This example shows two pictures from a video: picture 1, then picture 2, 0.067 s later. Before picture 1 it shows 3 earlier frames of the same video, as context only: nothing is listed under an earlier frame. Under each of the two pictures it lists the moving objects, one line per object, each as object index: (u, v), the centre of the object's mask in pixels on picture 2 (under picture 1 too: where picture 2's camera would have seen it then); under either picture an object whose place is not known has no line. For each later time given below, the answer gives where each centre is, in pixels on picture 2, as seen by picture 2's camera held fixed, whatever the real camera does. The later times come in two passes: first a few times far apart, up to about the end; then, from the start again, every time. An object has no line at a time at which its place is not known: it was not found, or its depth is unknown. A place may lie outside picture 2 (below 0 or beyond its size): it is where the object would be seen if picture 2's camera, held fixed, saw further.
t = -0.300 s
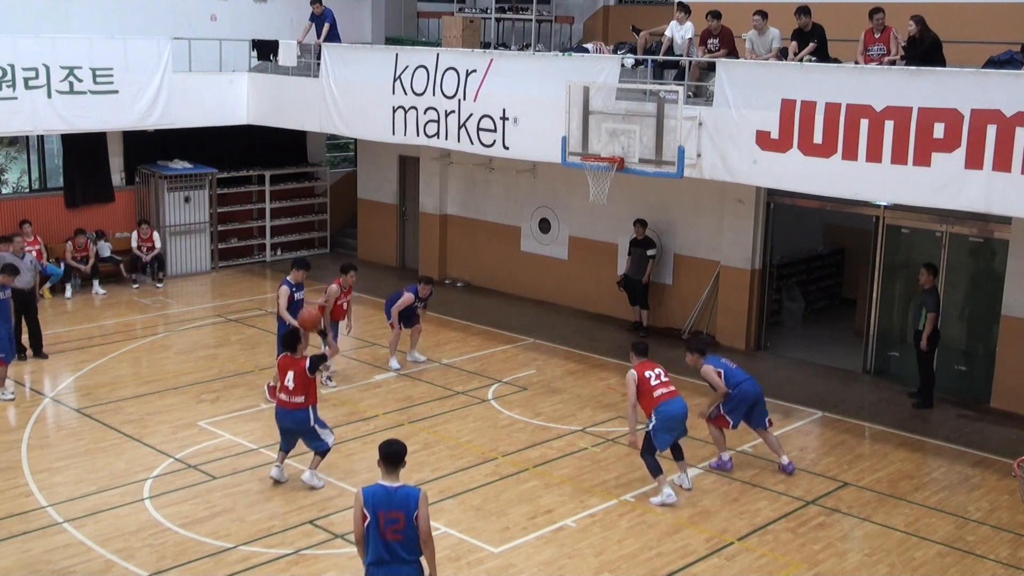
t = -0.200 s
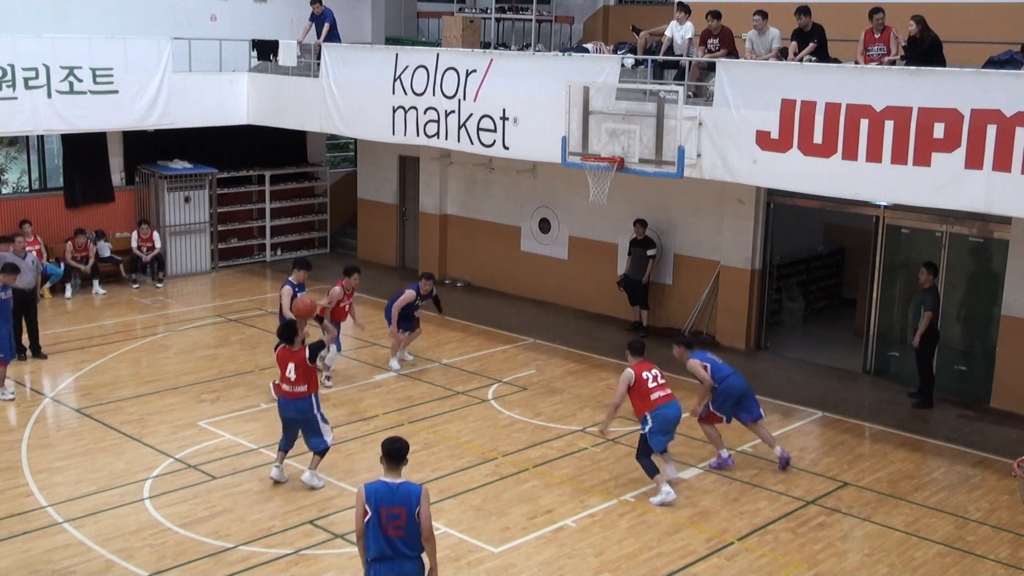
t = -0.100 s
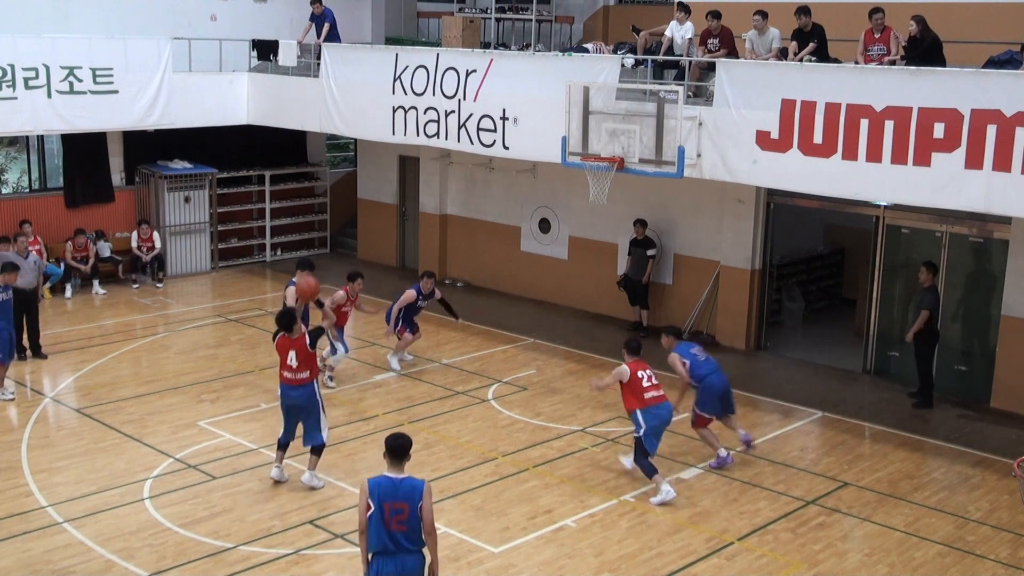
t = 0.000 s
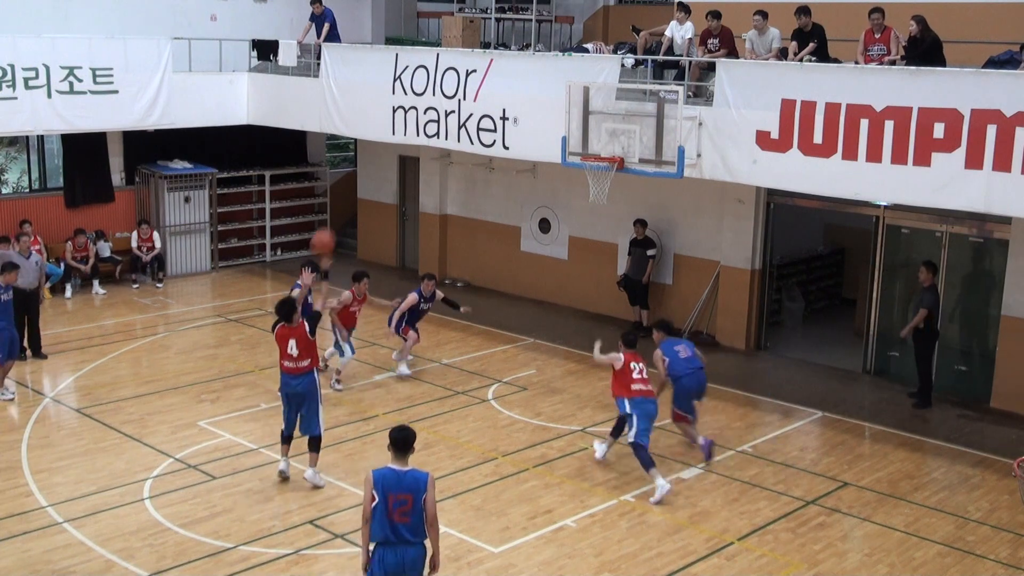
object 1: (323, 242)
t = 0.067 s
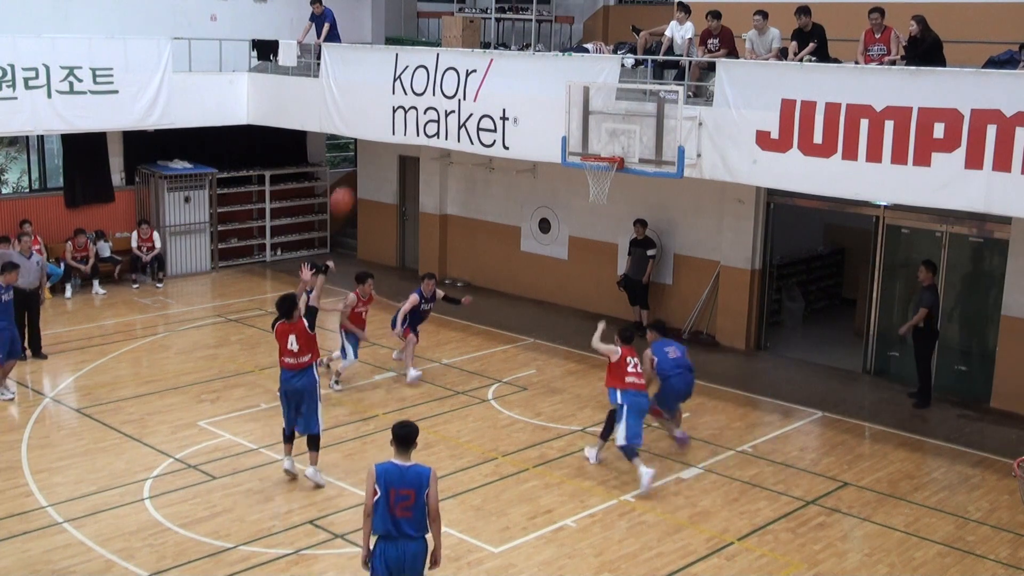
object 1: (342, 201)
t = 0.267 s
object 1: (395, 106)
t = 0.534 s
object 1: (461, 44)
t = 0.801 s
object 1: (519, 50)
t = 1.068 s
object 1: (571, 114)
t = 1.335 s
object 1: (611, 145)
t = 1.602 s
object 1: (610, 124)
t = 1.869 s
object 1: (603, 154)
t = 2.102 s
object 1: (596, 220)
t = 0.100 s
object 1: (350, 183)
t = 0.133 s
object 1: (360, 165)
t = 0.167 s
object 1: (368, 149)
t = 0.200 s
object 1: (377, 134)
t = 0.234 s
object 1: (386, 120)
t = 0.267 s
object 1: (395, 106)
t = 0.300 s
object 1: (404, 95)
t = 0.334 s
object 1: (412, 85)
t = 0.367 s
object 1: (421, 75)
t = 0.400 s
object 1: (429, 67)
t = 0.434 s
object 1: (437, 59)
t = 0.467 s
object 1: (445, 54)
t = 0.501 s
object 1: (453, 49)
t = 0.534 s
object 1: (461, 44)
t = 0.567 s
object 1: (469, 42)
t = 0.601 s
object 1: (476, 40)
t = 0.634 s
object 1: (484, 39)
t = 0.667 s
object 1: (491, 39)
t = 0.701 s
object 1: (498, 41)
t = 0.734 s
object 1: (505, 43)
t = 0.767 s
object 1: (513, 46)
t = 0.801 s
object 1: (519, 50)
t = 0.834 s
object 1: (526, 55)
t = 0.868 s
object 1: (533, 61)
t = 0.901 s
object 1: (539, 68)
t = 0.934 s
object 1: (546, 75)
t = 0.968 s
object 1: (552, 84)
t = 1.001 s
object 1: (558, 93)
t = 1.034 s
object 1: (565, 103)
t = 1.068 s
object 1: (571, 114)
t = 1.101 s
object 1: (576, 126)
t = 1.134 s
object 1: (582, 137)
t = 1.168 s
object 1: (588, 151)
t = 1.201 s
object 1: (592, 149)
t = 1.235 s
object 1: (598, 149)
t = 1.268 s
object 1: (603, 149)
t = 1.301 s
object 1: (609, 150)
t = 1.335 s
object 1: (611, 145)
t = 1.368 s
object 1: (614, 140)
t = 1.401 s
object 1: (615, 135)
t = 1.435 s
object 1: (614, 131)
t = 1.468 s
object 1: (613, 128)
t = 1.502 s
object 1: (613, 126)
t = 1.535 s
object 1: (612, 124)
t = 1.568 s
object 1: (611, 124)
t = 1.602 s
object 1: (610, 124)
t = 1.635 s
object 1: (609, 126)
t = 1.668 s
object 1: (608, 128)
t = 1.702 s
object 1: (608, 131)
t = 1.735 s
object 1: (606, 135)
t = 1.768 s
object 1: (606, 139)
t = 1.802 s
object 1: (605, 145)
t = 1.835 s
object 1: (604, 151)
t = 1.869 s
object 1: (603, 154)
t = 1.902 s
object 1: (601, 169)
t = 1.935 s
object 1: (599, 177)
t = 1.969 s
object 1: (599, 187)
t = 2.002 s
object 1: (598, 193)
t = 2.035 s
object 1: (597, 203)
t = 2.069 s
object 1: (597, 210)
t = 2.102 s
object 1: (596, 220)
